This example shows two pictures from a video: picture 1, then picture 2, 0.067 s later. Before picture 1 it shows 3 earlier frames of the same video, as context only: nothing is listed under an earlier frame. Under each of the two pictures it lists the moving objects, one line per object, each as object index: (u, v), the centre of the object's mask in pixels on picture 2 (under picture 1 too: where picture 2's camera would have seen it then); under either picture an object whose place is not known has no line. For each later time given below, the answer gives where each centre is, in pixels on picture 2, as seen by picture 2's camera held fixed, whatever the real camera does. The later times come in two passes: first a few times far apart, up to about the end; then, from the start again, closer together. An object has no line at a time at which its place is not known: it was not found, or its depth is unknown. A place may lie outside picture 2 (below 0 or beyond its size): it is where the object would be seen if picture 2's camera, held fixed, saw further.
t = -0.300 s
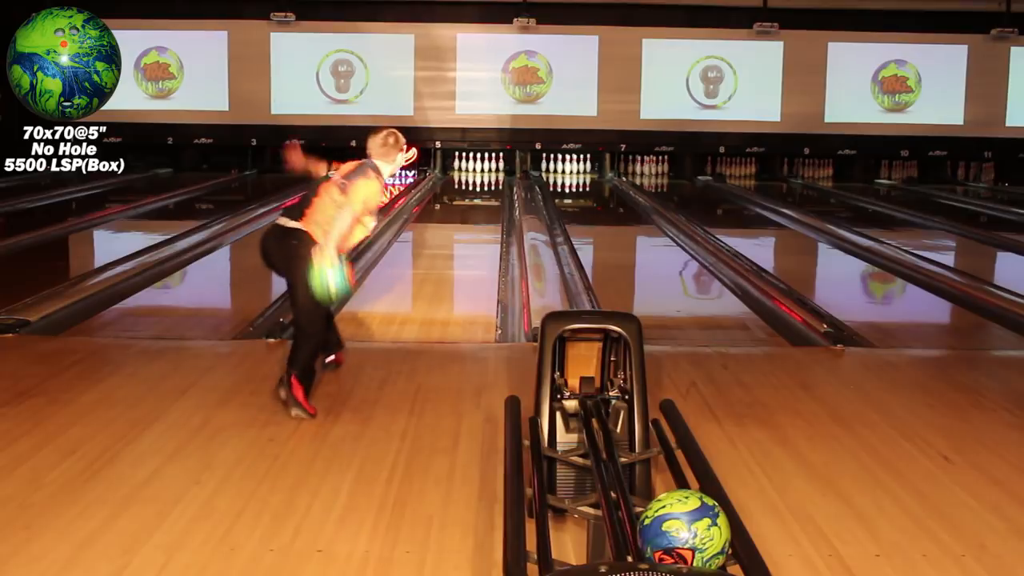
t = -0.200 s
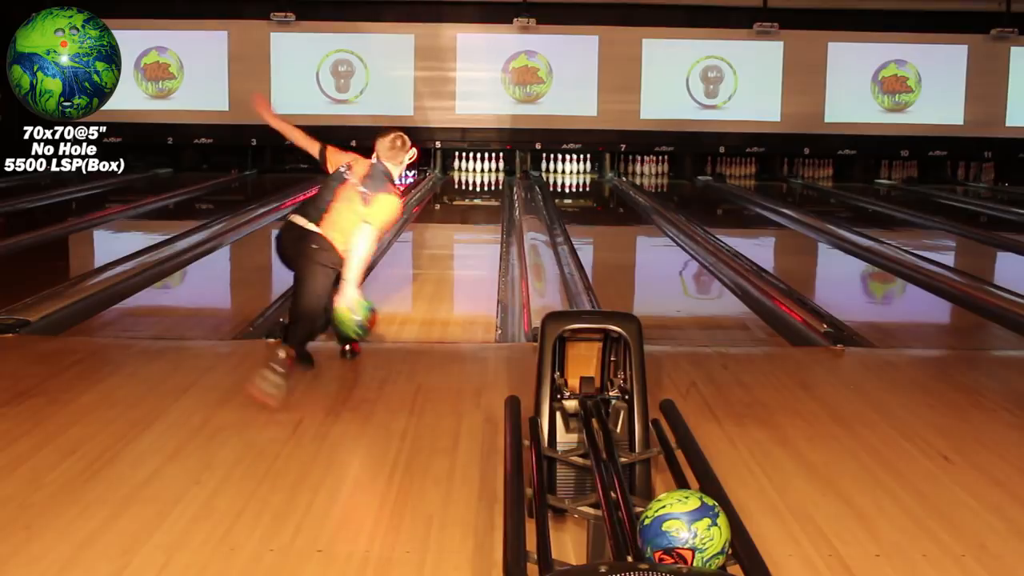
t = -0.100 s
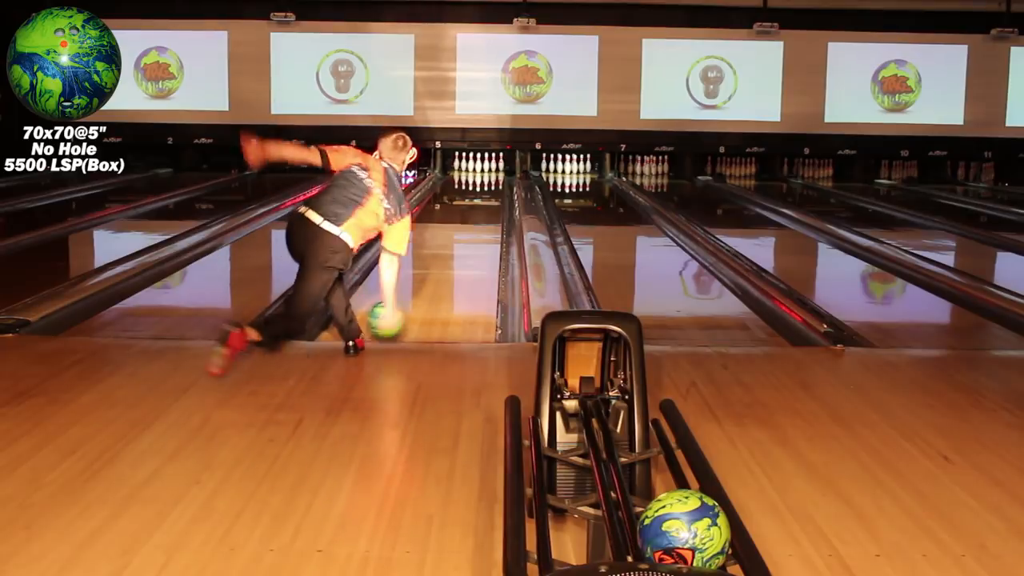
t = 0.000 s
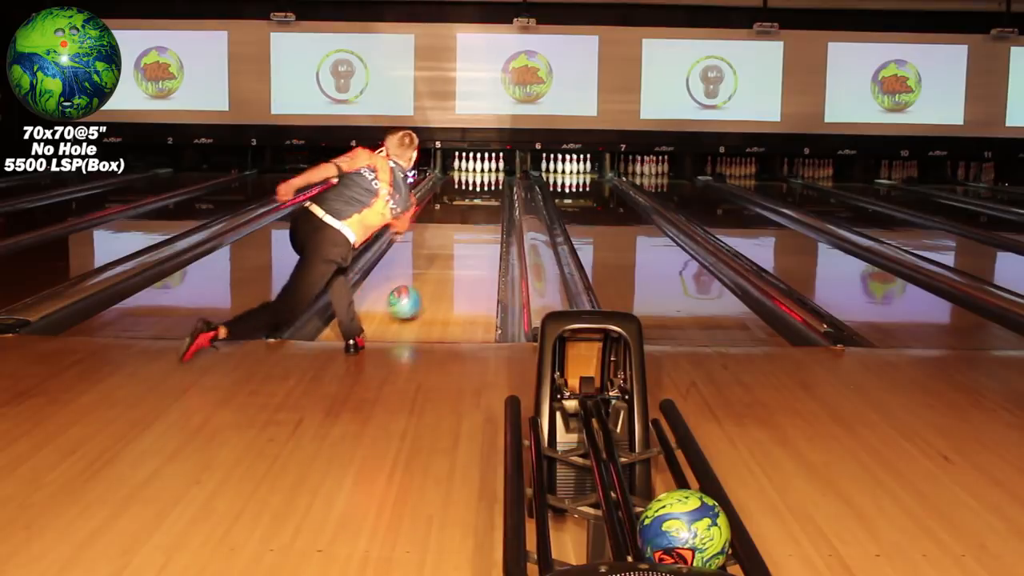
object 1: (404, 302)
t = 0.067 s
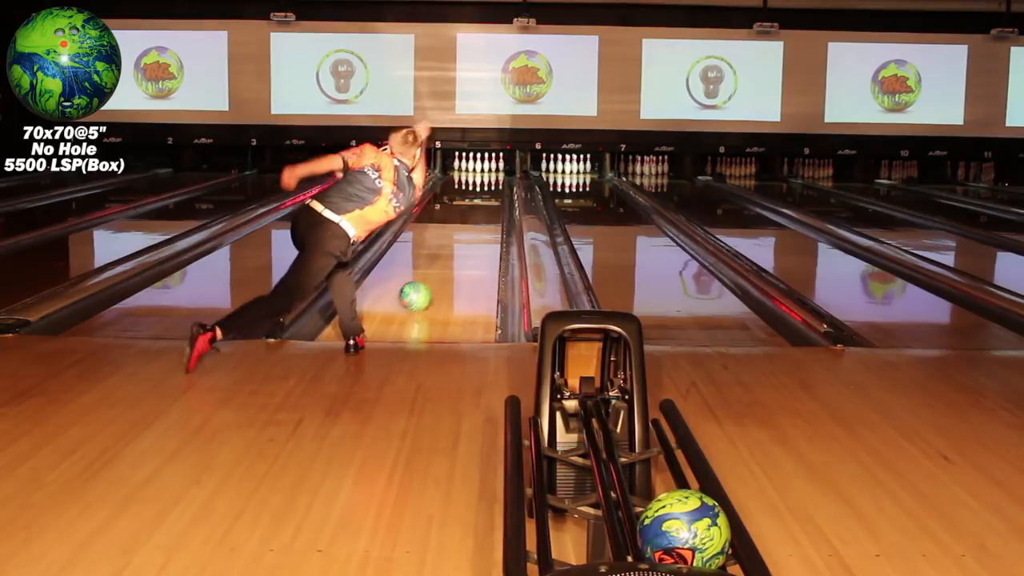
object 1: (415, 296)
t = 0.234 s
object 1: (434, 270)
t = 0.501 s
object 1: (457, 239)
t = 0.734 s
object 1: (470, 221)
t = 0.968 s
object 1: (478, 206)
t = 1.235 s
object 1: (486, 194)
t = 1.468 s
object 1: (491, 185)
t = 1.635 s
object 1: (492, 181)
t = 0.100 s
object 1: (419, 291)
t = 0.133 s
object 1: (423, 285)
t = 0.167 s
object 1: (427, 280)
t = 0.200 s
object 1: (431, 275)
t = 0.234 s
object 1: (434, 270)
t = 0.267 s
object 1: (437, 265)
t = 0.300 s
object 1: (441, 261)
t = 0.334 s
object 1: (444, 256)
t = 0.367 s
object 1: (446, 253)
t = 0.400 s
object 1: (449, 249)
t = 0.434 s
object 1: (452, 246)
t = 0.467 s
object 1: (455, 242)
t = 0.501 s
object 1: (457, 239)
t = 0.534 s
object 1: (459, 236)
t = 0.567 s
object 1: (461, 234)
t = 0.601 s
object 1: (463, 231)
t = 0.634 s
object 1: (464, 228)
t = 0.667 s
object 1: (467, 225)
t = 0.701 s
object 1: (468, 224)
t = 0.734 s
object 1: (470, 221)
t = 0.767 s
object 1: (472, 218)
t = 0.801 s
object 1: (473, 216)
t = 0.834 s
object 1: (474, 215)
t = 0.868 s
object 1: (475, 213)
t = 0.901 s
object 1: (477, 209)
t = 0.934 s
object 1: (478, 208)
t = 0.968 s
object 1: (478, 206)
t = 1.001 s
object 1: (480, 205)
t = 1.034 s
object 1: (481, 203)
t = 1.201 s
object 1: (486, 195)
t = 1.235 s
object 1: (486, 194)
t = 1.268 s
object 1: (487, 193)
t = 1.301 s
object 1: (488, 192)
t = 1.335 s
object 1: (488, 189)
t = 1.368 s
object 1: (488, 189)
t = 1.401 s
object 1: (488, 188)
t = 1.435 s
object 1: (489, 187)
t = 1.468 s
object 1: (491, 185)
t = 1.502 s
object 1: (491, 185)
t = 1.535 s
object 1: (491, 184)
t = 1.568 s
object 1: (492, 183)
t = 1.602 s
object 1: (492, 182)
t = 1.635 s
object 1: (492, 181)
